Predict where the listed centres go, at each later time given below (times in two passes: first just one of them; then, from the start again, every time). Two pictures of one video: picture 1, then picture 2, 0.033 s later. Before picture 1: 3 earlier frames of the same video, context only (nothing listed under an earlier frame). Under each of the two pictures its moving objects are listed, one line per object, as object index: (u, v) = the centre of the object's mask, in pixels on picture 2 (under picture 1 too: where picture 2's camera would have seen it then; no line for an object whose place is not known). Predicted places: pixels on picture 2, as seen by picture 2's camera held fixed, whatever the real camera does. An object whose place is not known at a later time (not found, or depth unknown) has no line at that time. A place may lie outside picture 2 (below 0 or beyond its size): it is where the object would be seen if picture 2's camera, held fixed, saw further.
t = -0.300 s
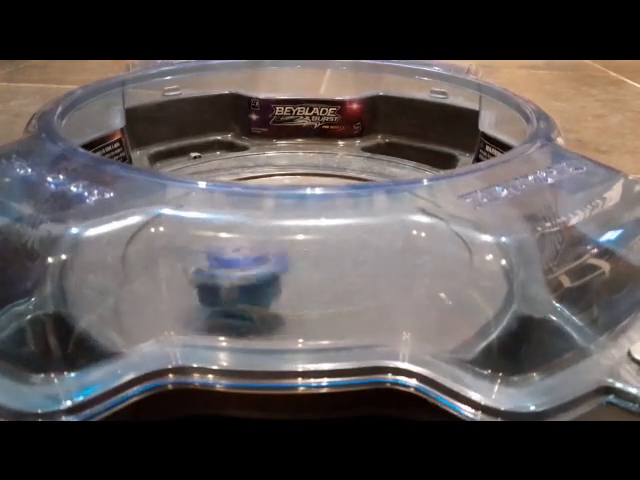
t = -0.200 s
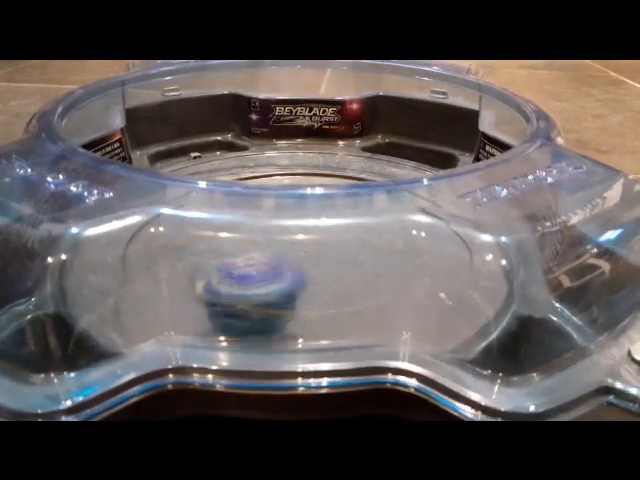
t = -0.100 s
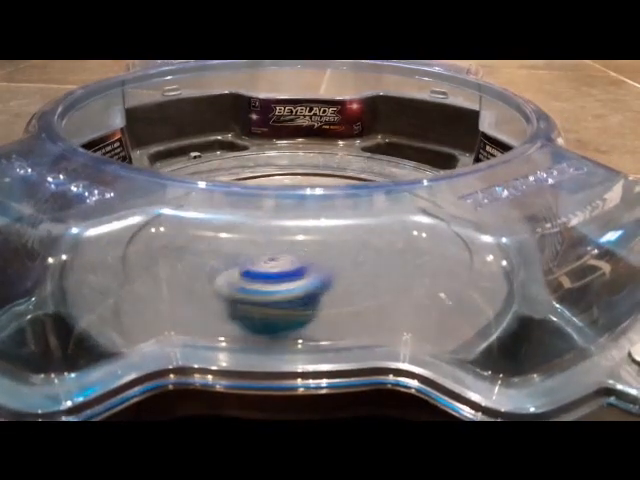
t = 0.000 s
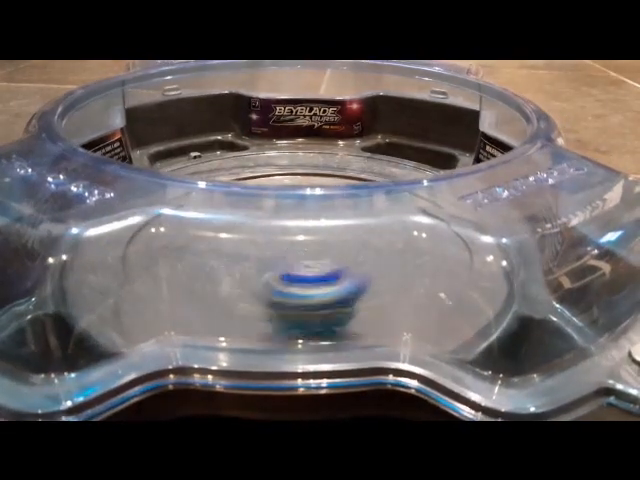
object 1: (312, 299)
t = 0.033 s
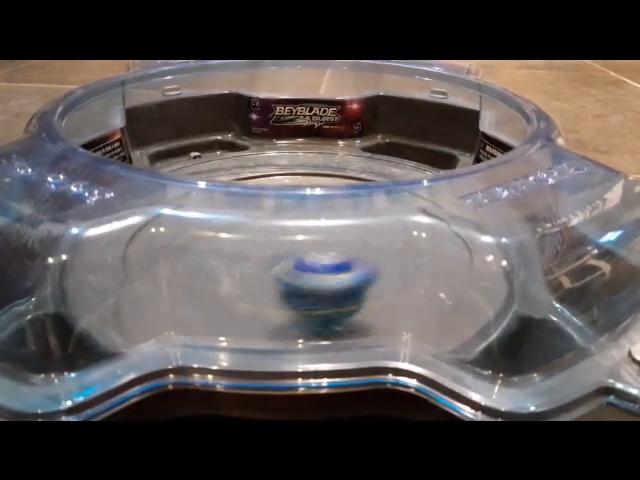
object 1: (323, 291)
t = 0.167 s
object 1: (348, 257)
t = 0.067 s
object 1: (334, 290)
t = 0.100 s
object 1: (342, 273)
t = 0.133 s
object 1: (346, 270)
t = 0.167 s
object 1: (348, 257)
